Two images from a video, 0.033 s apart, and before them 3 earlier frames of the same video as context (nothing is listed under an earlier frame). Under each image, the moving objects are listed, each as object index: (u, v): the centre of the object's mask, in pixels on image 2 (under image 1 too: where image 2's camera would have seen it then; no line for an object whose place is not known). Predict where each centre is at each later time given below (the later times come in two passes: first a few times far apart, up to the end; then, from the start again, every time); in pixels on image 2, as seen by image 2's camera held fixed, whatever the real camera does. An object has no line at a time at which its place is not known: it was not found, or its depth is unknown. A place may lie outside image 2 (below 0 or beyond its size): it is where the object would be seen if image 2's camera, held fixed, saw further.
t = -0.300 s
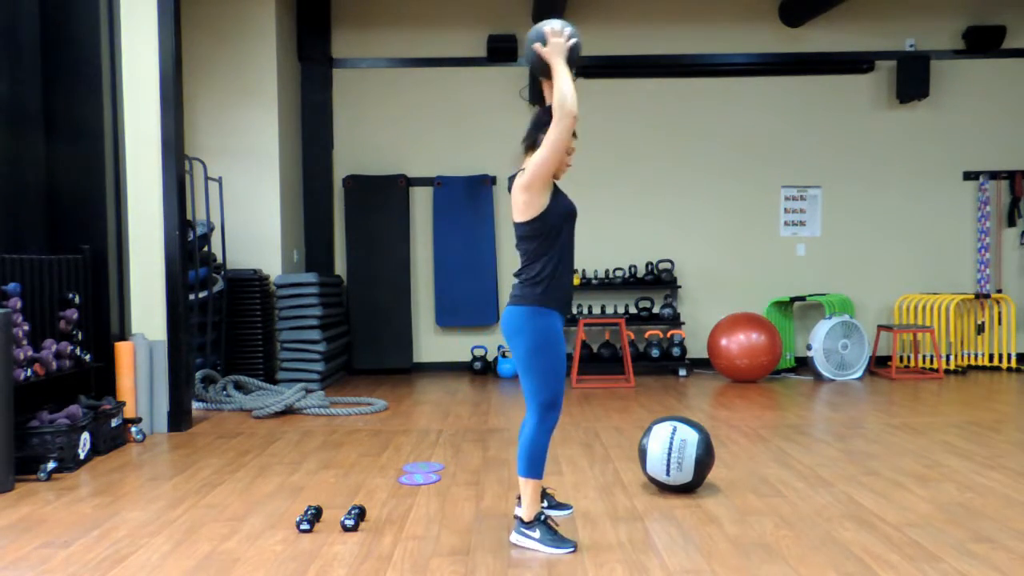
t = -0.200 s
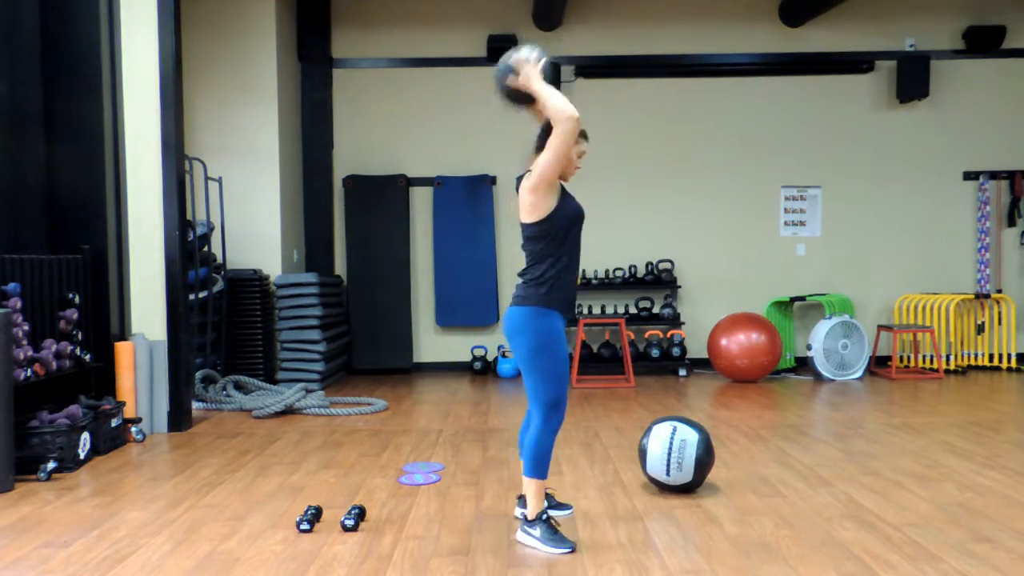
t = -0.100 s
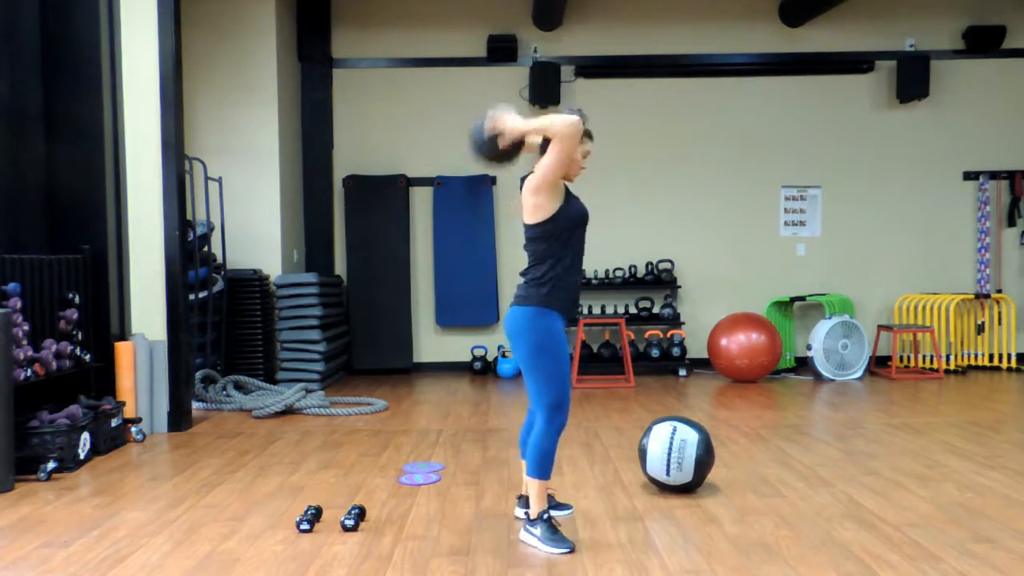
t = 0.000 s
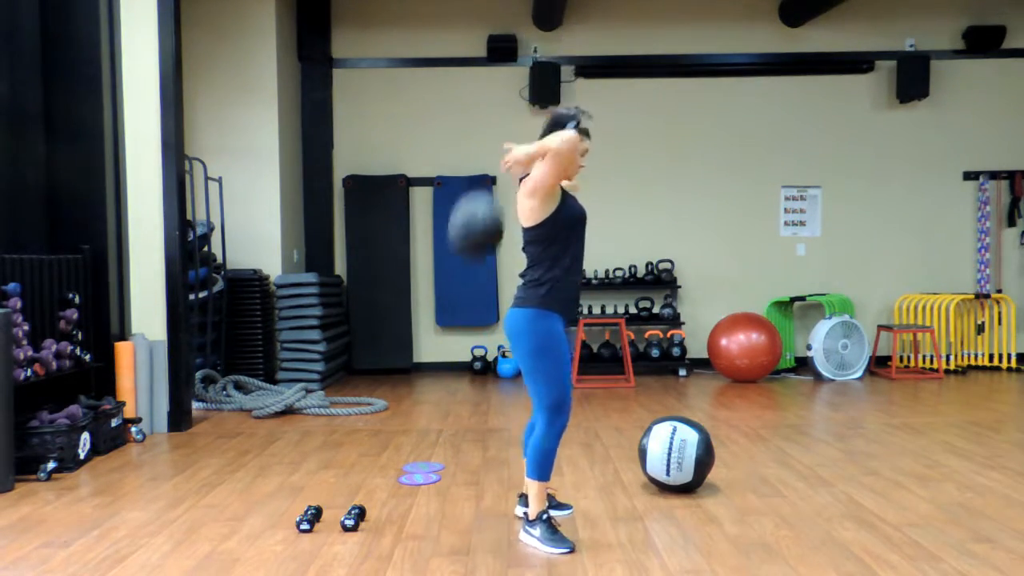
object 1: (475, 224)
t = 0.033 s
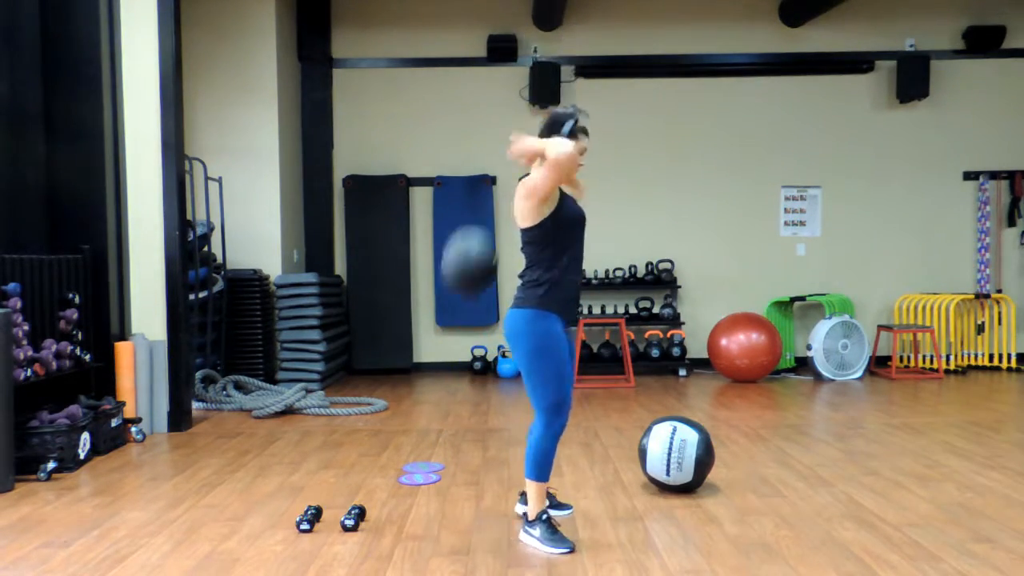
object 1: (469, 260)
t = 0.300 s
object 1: (422, 501)
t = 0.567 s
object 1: (394, 507)
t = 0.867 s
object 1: (389, 507)
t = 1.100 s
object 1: (391, 507)
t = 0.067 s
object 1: (463, 298)
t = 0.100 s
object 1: (456, 340)
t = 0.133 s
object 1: (449, 386)
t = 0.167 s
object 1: (442, 433)
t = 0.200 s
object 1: (435, 486)
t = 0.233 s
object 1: (430, 512)
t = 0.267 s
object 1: (426, 506)
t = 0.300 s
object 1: (422, 501)
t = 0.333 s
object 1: (418, 498)
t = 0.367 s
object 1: (413, 500)
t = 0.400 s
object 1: (409, 503)
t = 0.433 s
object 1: (405, 508)
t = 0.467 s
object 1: (401, 508)
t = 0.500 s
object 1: (399, 508)
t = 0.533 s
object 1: (397, 507)
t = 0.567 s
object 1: (394, 507)
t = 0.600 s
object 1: (392, 507)
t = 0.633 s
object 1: (391, 507)
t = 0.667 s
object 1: (390, 507)
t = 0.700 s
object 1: (389, 507)
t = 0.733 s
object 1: (389, 507)
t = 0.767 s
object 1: (388, 507)
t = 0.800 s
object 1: (388, 507)
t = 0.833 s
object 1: (389, 507)
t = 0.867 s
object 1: (389, 507)
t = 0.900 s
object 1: (390, 507)
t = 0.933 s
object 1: (390, 507)
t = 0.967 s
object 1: (391, 507)
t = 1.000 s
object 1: (391, 507)
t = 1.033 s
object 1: (391, 507)
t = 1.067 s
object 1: (391, 507)
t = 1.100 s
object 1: (391, 507)
